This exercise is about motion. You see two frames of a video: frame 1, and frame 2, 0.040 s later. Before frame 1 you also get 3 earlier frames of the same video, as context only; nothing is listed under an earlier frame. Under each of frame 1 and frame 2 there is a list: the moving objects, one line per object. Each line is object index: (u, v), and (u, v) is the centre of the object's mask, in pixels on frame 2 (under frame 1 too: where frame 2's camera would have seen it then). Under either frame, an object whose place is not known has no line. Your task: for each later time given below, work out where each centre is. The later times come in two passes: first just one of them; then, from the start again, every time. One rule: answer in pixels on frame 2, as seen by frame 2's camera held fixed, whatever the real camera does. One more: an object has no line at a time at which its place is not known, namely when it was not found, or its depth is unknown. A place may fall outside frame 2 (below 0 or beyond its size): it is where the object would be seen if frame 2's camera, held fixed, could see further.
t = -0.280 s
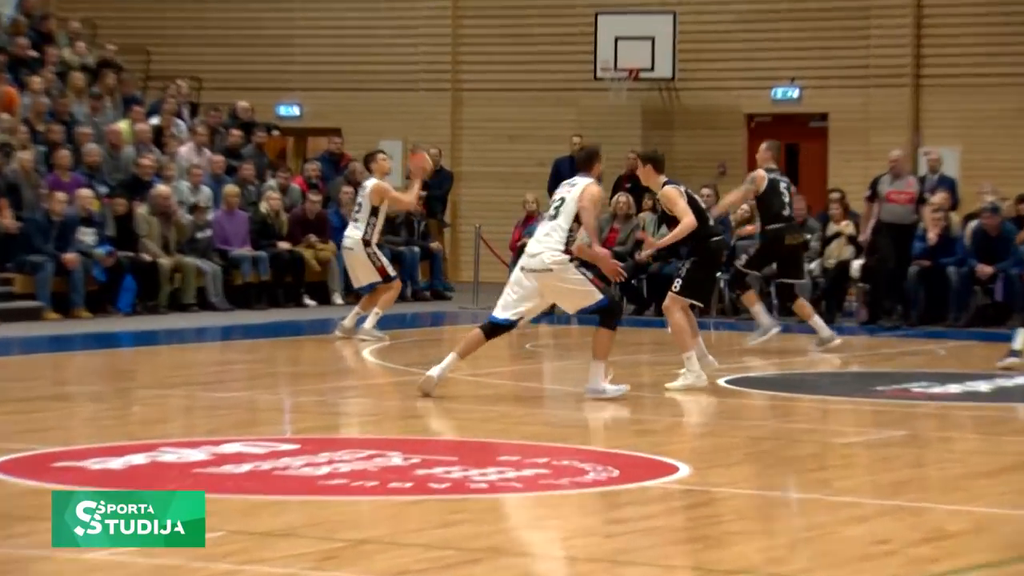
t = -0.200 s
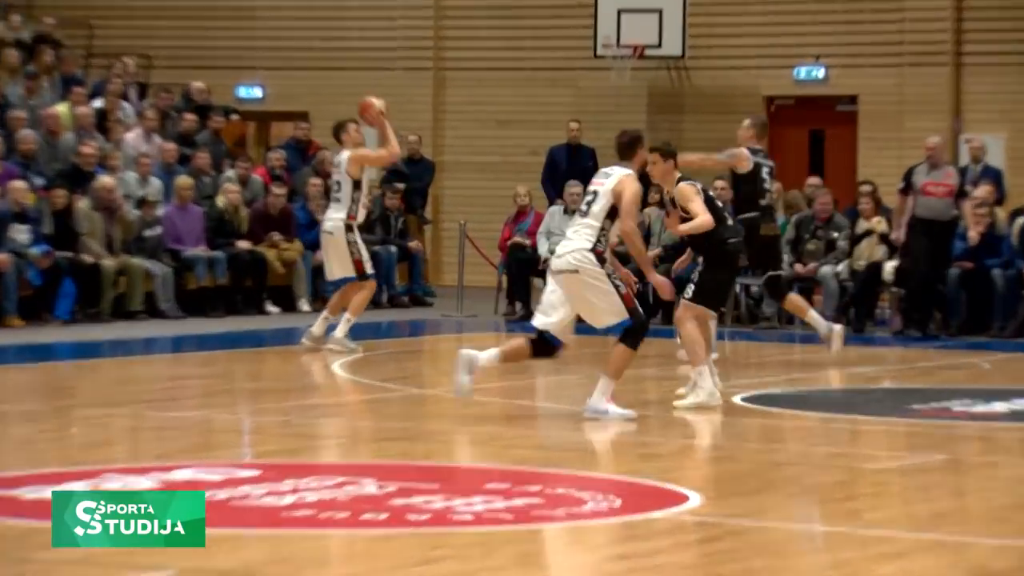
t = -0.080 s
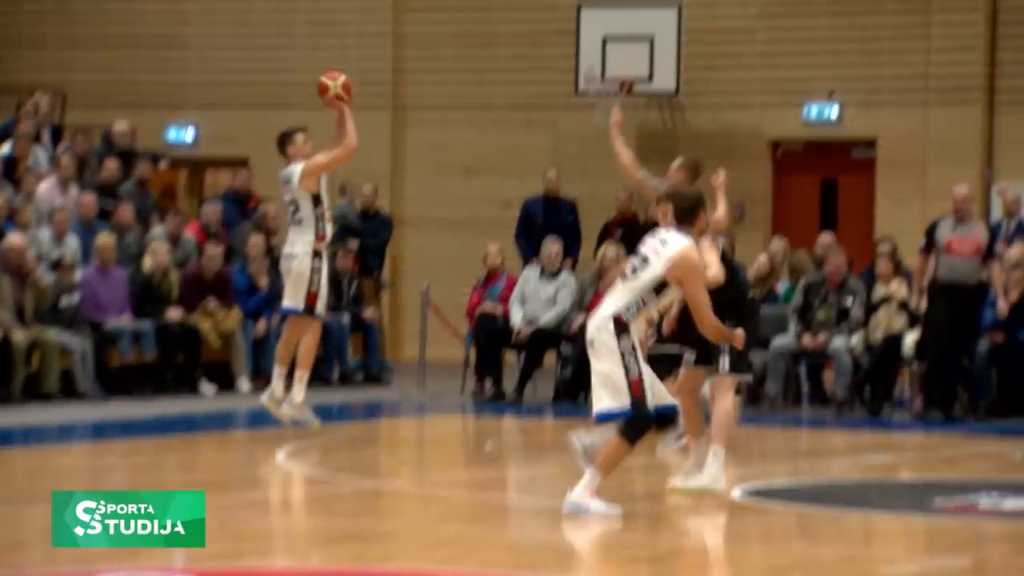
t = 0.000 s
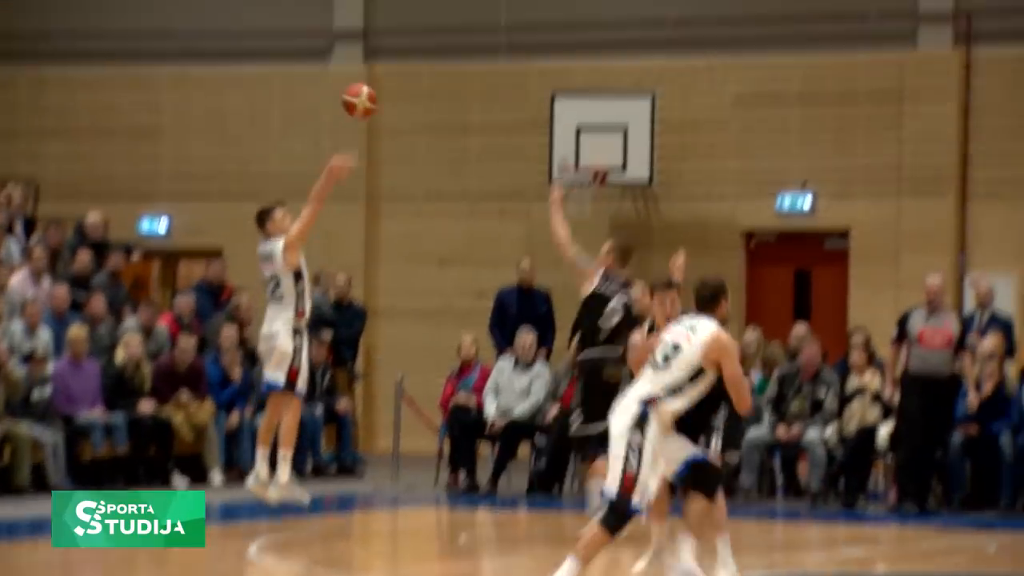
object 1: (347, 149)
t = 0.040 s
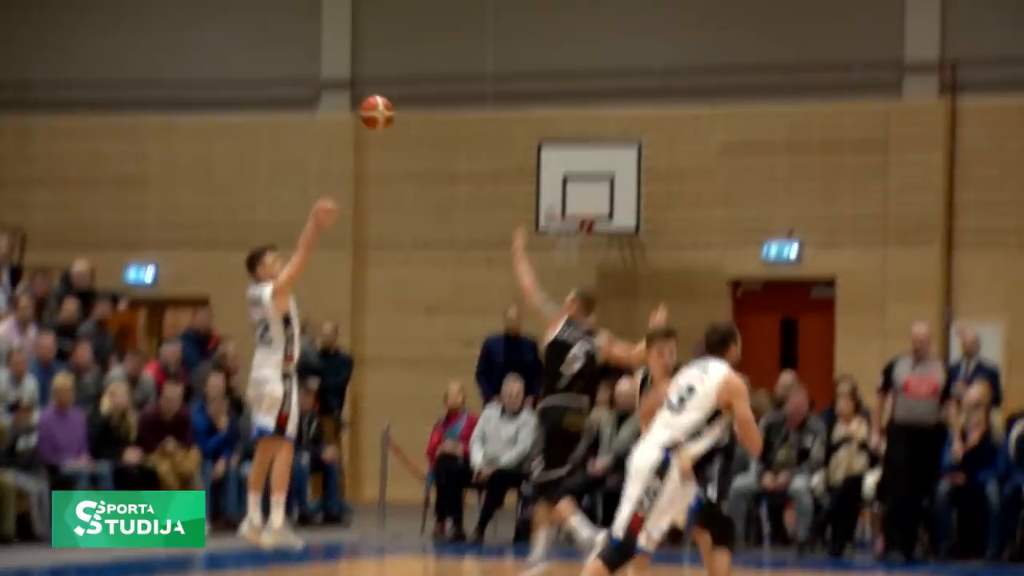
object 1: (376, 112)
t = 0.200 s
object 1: (495, -14)
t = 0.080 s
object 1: (406, 77)
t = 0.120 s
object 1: (436, 44)
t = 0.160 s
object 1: (465, 14)
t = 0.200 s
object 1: (495, -14)
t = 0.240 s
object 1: (525, -39)
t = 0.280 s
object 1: (555, -64)
